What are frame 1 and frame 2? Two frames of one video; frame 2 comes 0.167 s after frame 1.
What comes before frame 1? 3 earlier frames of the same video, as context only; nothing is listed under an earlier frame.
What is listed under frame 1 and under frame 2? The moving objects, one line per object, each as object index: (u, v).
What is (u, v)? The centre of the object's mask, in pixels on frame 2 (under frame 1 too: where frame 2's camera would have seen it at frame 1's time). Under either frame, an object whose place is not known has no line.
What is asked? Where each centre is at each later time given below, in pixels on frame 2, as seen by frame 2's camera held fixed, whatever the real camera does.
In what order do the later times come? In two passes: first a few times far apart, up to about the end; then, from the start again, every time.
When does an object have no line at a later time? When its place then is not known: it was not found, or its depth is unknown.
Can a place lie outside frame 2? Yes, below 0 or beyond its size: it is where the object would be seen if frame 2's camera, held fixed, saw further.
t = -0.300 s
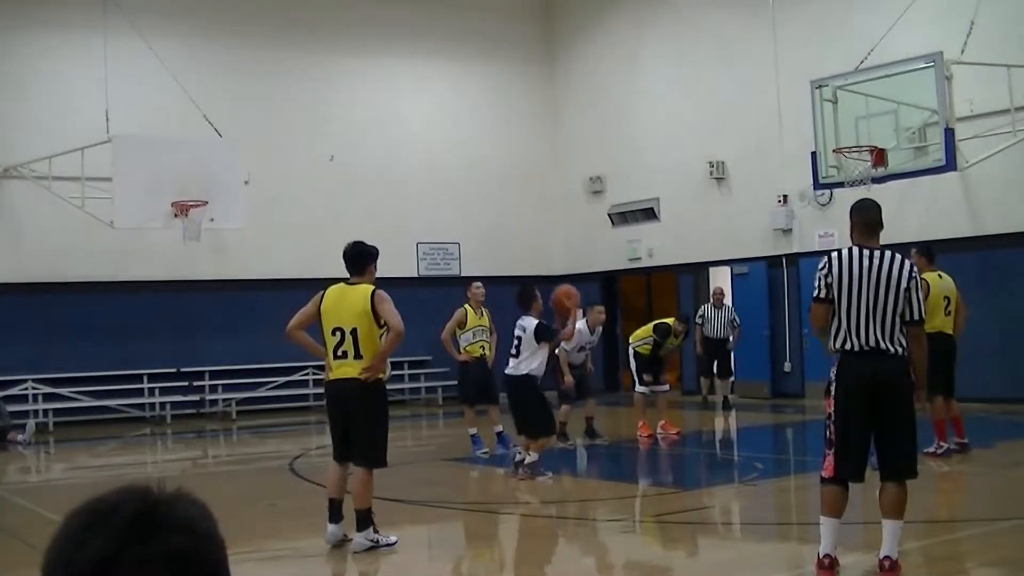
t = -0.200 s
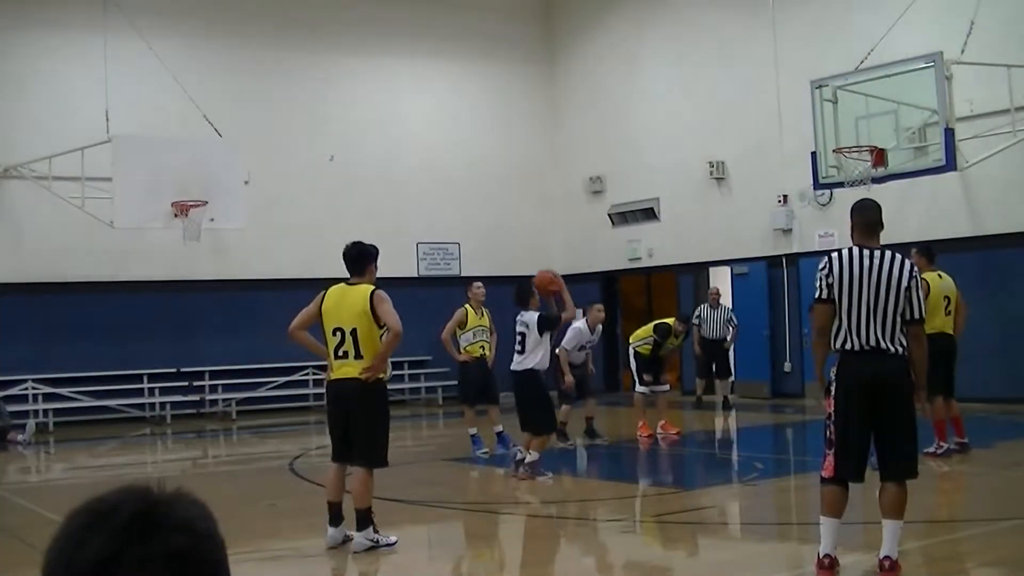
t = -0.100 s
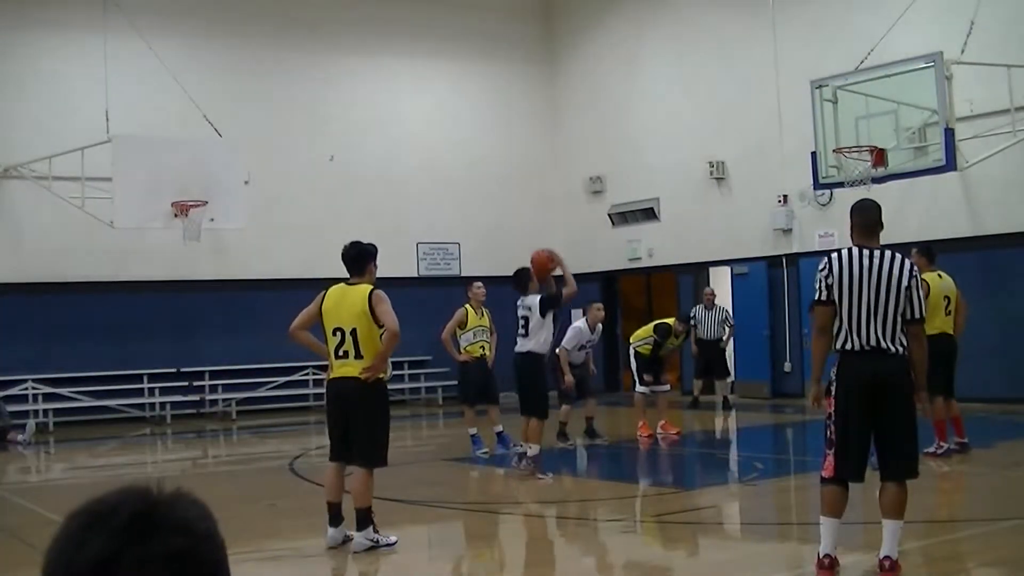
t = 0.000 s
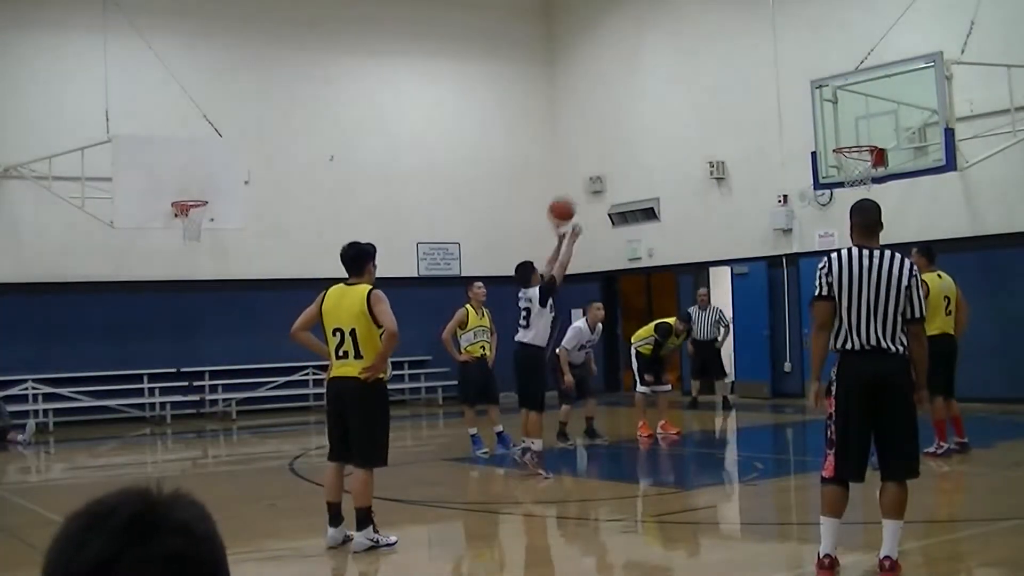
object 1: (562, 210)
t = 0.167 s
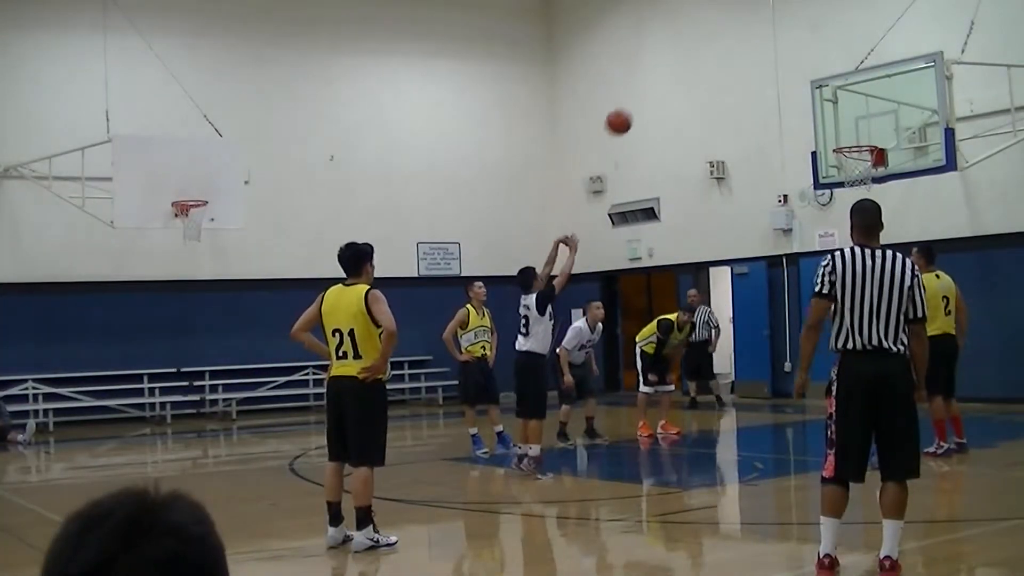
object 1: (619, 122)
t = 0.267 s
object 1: (650, 86)
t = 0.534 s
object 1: (732, 48)
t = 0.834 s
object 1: (819, 86)
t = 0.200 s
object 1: (629, 108)
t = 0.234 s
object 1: (640, 97)
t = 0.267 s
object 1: (650, 86)
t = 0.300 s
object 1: (661, 77)
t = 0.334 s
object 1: (672, 69)
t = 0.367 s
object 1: (682, 63)
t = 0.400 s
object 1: (692, 57)
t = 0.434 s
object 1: (702, 53)
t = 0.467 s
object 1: (712, 50)
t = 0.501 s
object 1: (722, 48)
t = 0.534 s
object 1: (732, 48)
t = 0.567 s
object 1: (742, 48)
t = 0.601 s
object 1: (751, 49)
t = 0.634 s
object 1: (761, 52)
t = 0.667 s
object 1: (770, 55)
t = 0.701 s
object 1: (780, 59)
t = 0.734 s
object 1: (789, 65)
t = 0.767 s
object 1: (800, 71)
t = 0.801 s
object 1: (809, 78)
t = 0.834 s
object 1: (819, 86)
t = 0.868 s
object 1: (827, 95)
